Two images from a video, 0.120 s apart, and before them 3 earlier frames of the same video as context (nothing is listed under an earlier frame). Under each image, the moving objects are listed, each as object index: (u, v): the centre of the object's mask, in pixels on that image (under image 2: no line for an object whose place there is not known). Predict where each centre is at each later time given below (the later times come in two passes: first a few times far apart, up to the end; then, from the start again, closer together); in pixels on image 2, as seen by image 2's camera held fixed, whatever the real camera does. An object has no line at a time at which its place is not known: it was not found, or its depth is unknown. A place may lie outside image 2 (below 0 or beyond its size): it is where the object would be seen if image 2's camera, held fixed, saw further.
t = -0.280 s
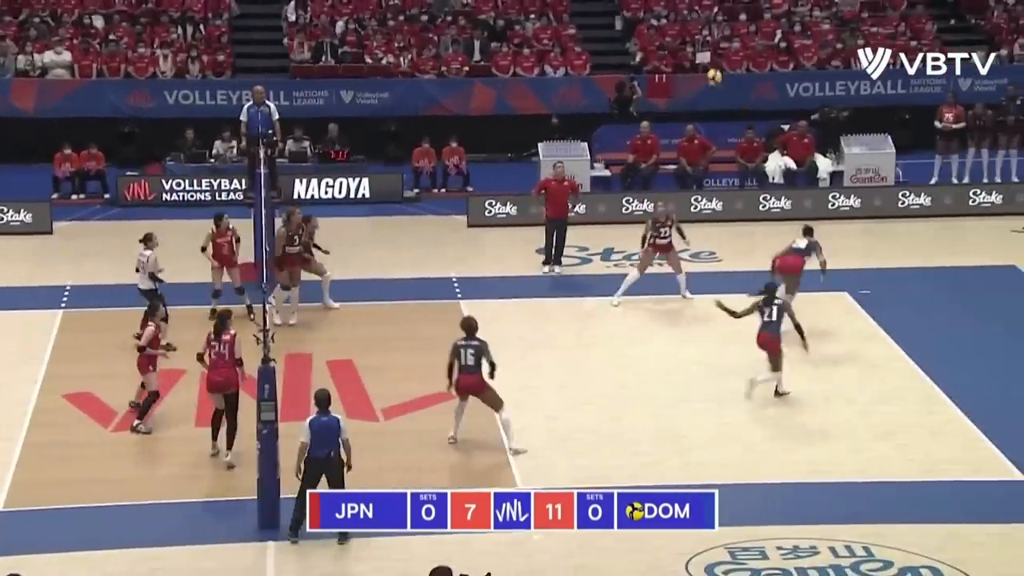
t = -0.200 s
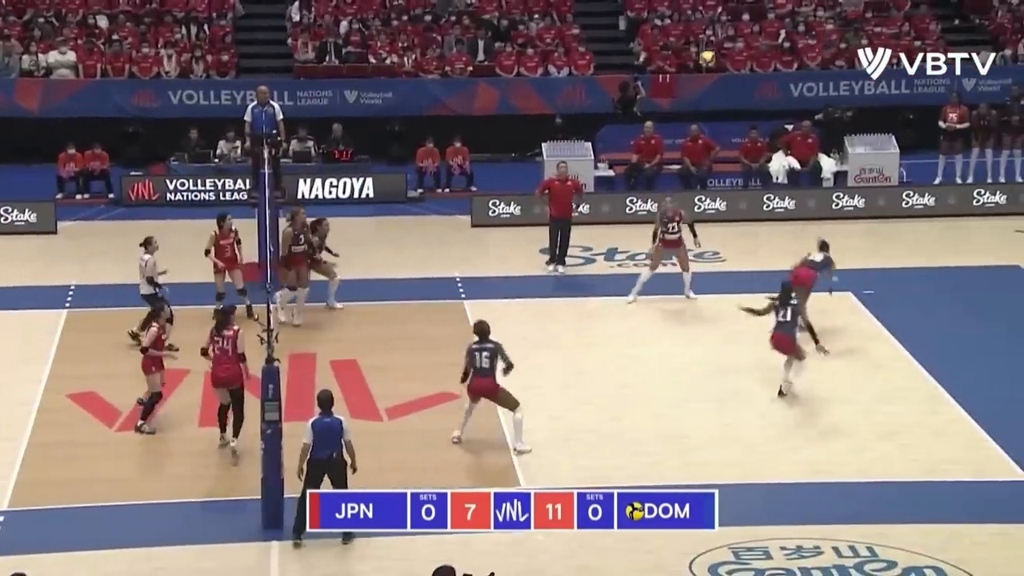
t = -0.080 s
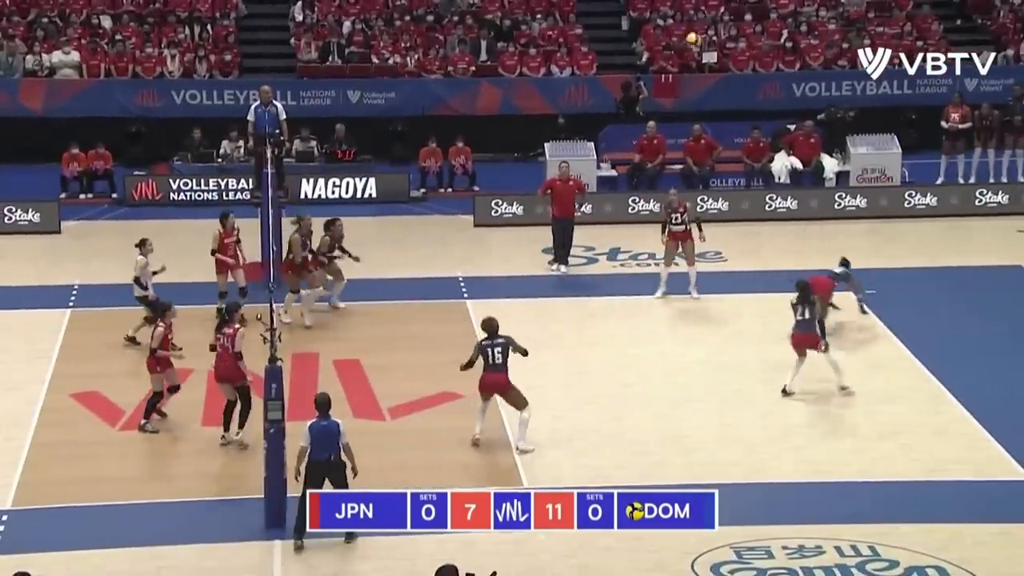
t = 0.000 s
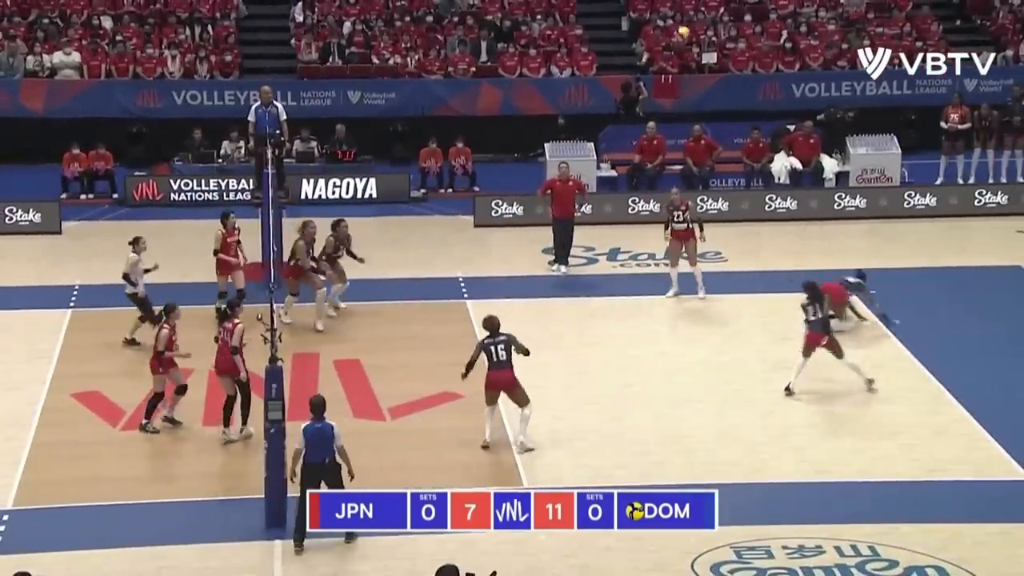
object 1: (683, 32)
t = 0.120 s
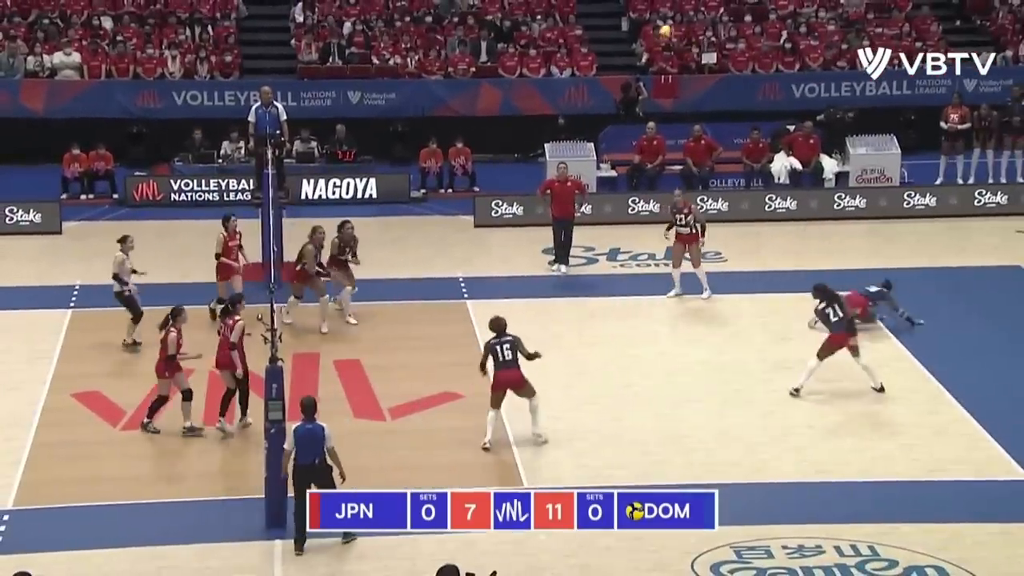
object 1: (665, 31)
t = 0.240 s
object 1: (648, 42)
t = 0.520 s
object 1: (611, 101)
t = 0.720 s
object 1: (584, 177)
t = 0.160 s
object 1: (661, 33)
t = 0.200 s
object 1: (655, 36)
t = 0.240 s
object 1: (648, 42)
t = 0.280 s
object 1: (644, 46)
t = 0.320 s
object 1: (638, 51)
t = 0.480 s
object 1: (617, 88)
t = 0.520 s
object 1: (611, 101)
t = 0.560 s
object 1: (605, 114)
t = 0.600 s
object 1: (599, 130)
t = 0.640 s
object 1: (596, 143)
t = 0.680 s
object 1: (589, 160)
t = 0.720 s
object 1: (584, 177)
